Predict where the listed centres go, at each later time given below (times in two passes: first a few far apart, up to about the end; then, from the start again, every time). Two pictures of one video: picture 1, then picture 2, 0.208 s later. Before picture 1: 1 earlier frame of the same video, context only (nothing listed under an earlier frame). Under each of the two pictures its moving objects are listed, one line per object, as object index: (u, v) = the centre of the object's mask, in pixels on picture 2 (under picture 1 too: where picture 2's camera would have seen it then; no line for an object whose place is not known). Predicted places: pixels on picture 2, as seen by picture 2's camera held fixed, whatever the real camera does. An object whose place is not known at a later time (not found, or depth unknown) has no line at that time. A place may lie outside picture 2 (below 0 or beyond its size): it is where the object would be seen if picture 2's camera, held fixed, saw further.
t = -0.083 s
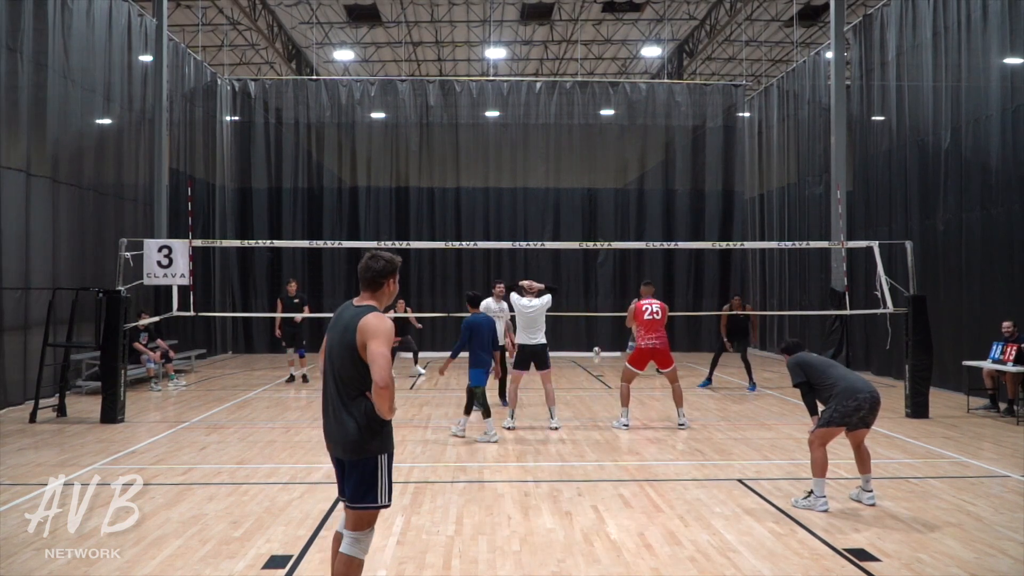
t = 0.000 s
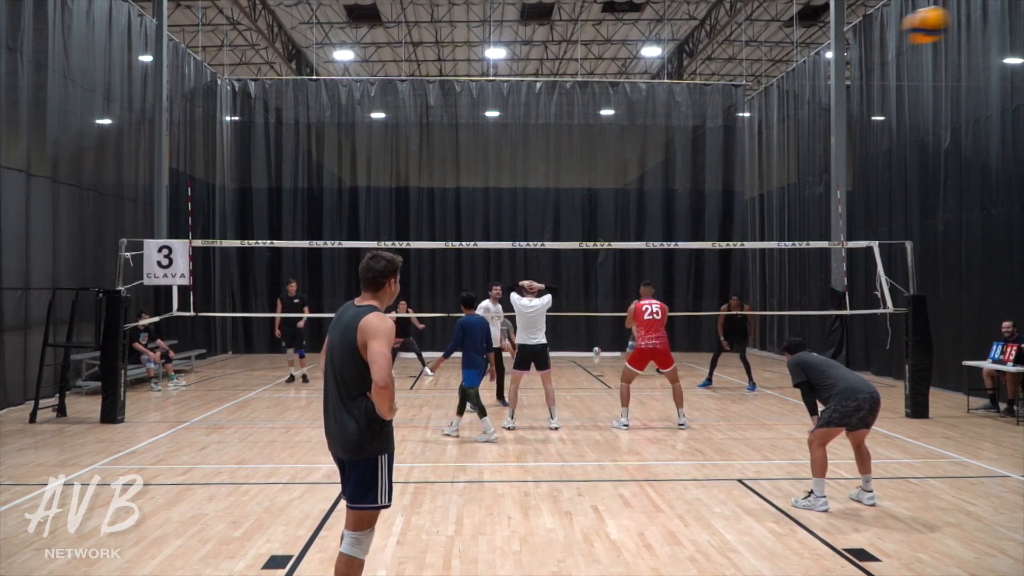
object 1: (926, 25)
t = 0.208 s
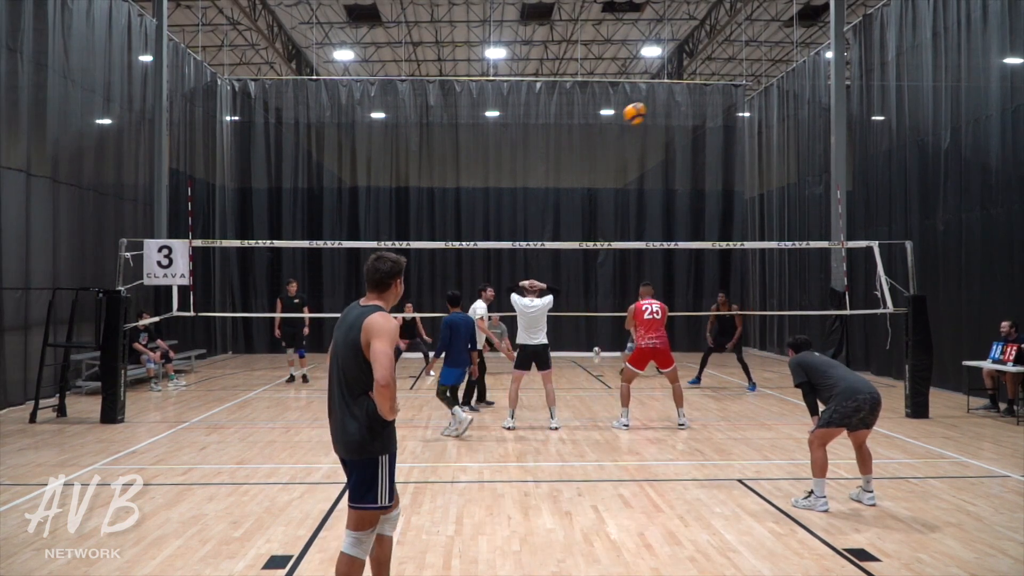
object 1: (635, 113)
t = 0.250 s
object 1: (605, 129)
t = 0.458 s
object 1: (500, 205)
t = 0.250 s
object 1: (605, 129)
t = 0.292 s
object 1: (579, 144)
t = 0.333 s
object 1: (552, 161)
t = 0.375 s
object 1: (533, 176)
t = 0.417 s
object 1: (515, 191)
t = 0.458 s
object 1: (500, 205)
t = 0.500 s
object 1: (486, 220)
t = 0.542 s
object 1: (473, 233)
